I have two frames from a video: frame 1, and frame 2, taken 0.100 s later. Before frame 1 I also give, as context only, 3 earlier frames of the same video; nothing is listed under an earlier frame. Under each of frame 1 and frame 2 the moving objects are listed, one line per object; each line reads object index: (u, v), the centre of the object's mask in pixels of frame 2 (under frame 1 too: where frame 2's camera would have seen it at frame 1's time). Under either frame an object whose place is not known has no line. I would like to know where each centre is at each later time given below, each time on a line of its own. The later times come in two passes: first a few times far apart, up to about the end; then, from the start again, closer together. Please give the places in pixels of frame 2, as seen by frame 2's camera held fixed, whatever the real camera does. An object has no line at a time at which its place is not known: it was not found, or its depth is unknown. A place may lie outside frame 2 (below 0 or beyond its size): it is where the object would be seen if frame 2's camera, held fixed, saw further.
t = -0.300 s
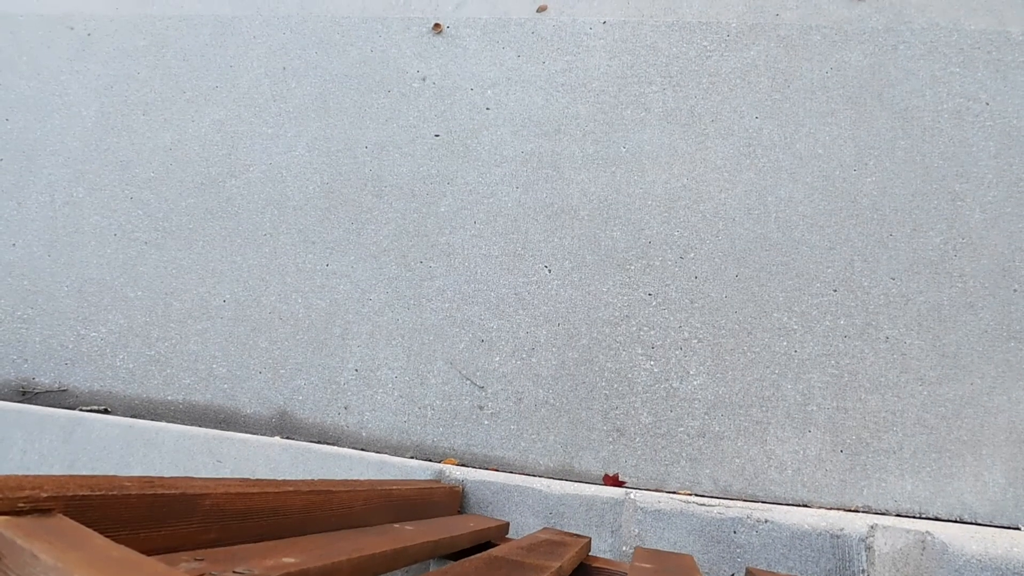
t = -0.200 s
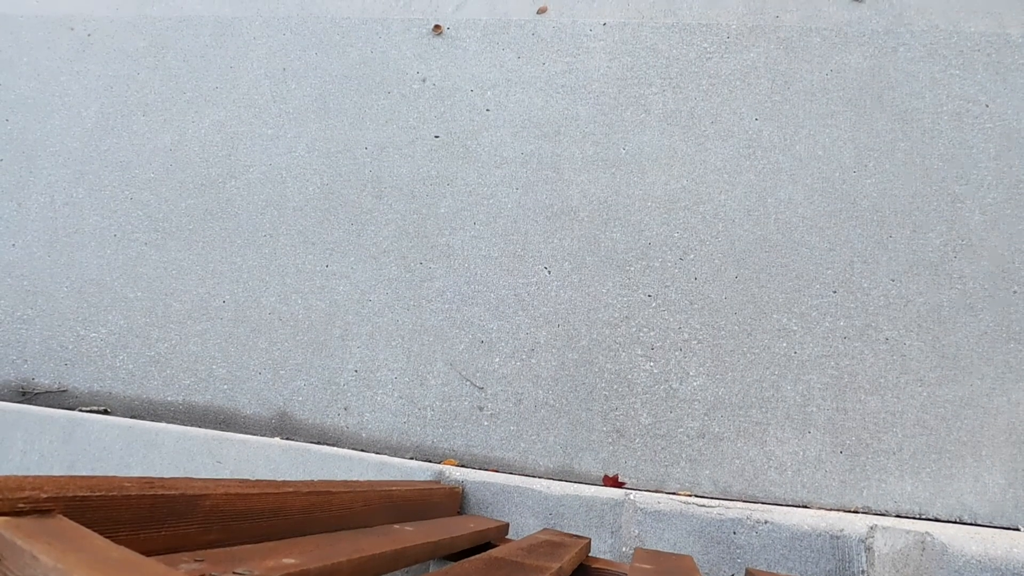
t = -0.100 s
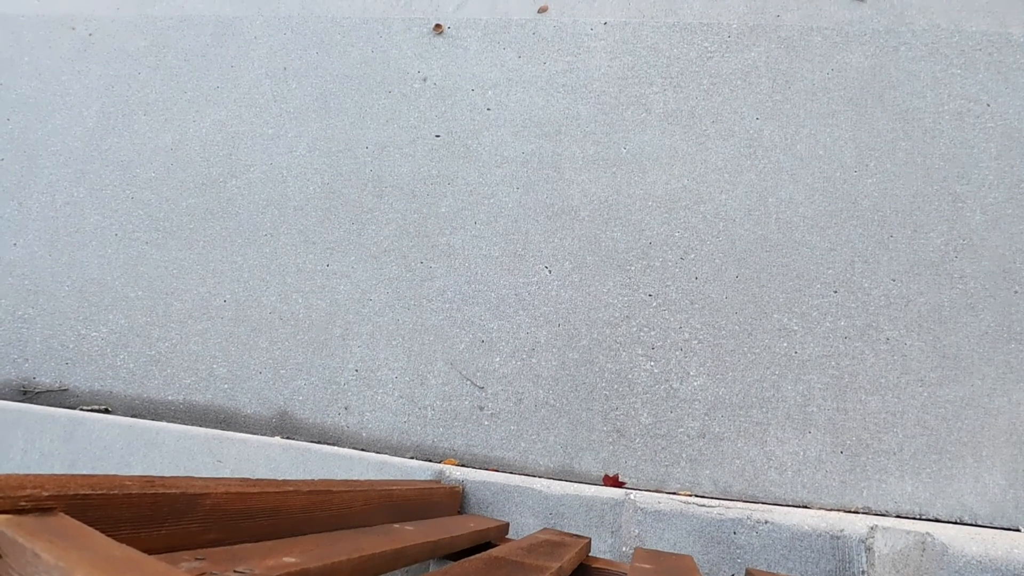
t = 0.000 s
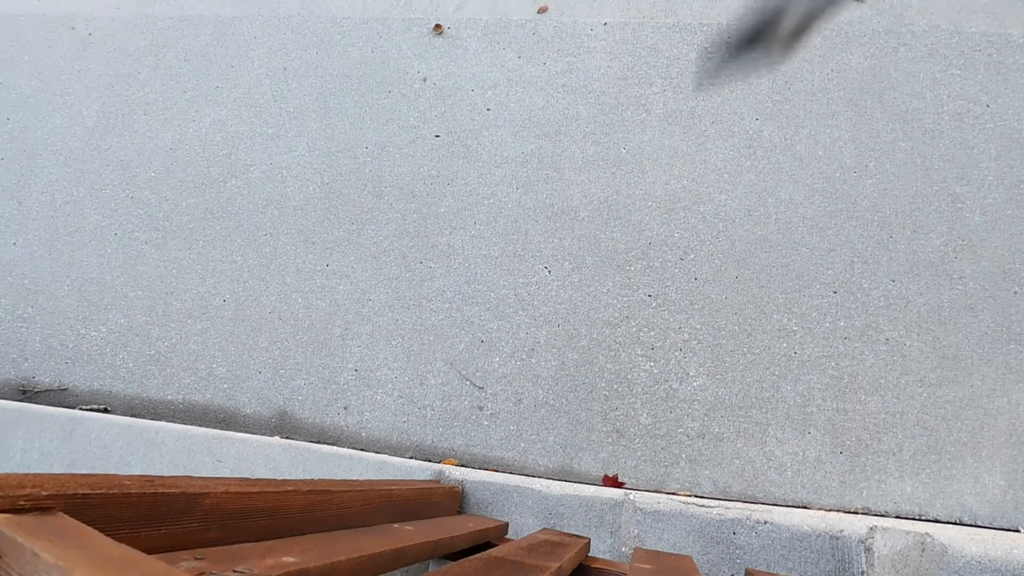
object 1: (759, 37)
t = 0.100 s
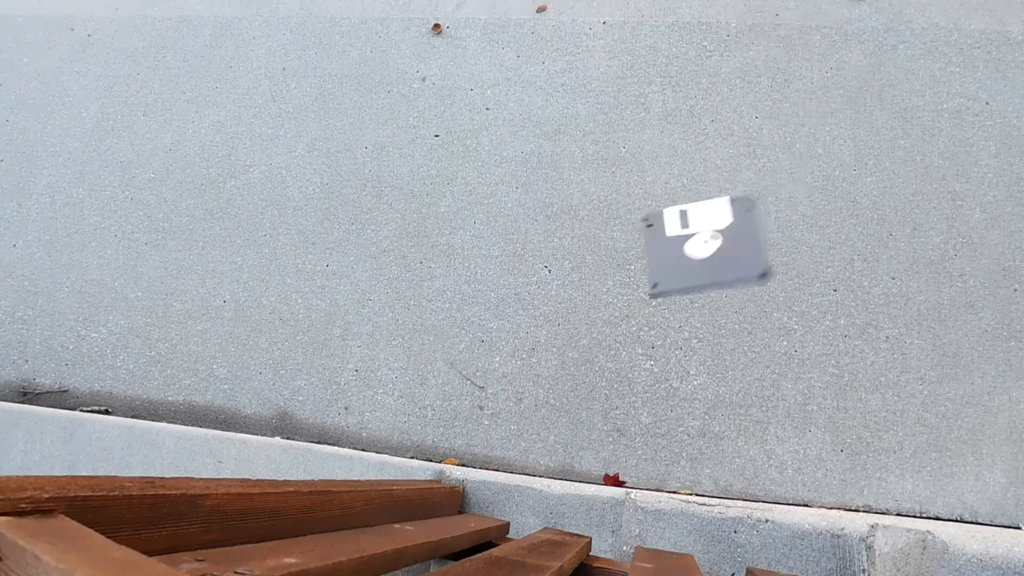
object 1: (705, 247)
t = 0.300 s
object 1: (647, 310)
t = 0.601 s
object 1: (641, 319)
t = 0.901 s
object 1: (641, 320)
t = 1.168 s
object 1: (641, 320)
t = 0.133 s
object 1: (678, 262)
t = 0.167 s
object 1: (664, 269)
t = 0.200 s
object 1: (658, 280)
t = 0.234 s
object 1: (655, 292)
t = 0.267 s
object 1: (652, 303)
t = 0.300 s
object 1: (647, 310)
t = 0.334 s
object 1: (638, 312)
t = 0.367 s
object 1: (636, 309)
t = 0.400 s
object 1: (636, 309)
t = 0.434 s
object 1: (636, 309)
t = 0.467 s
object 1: (636, 310)
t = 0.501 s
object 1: (636, 311)
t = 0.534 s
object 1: (637, 314)
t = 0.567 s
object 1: (639, 315)
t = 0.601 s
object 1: (641, 319)
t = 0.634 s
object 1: (641, 320)
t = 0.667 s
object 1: (641, 320)
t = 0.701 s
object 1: (641, 320)
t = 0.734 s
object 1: (641, 320)
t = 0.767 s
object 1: (641, 320)
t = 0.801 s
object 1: (641, 320)
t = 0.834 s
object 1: (641, 320)
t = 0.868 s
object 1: (641, 320)
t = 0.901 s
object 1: (641, 320)
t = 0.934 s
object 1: (641, 320)
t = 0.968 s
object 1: (641, 320)
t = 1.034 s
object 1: (641, 320)
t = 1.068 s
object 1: (641, 320)
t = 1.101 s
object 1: (641, 320)
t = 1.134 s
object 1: (641, 320)
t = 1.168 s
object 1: (641, 320)
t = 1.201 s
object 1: (641, 320)
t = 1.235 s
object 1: (641, 320)
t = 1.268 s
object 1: (641, 320)
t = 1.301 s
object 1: (641, 320)
